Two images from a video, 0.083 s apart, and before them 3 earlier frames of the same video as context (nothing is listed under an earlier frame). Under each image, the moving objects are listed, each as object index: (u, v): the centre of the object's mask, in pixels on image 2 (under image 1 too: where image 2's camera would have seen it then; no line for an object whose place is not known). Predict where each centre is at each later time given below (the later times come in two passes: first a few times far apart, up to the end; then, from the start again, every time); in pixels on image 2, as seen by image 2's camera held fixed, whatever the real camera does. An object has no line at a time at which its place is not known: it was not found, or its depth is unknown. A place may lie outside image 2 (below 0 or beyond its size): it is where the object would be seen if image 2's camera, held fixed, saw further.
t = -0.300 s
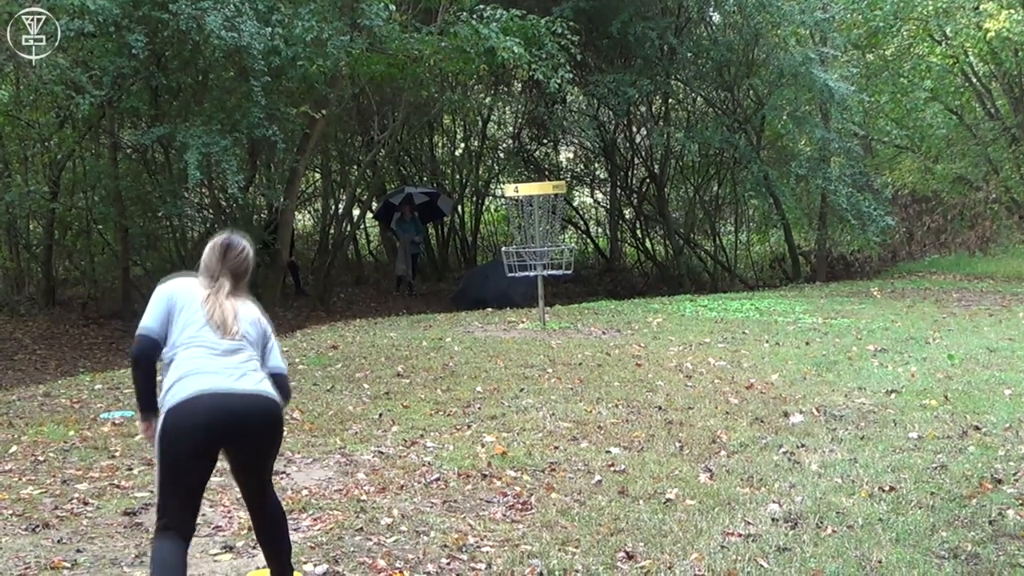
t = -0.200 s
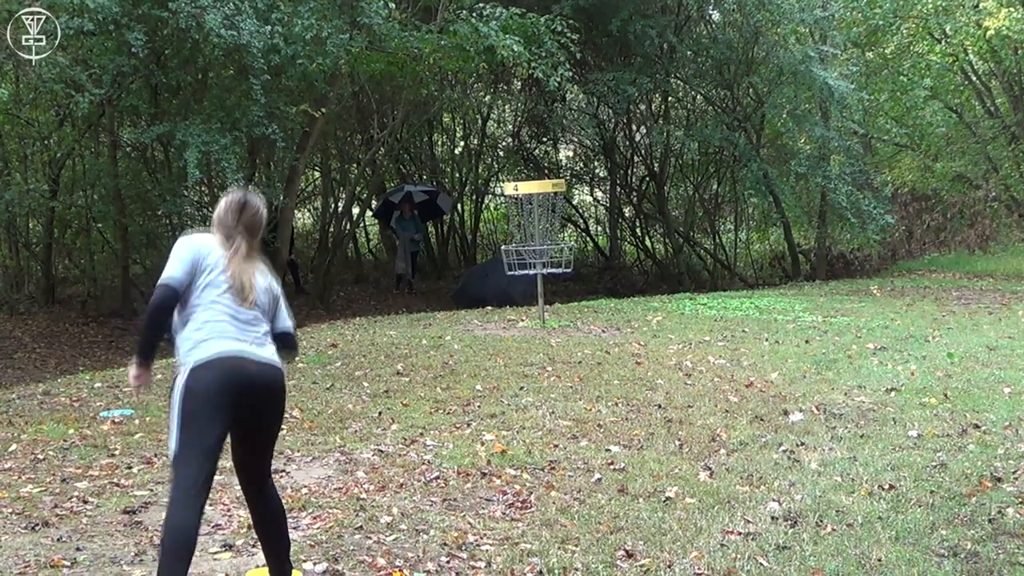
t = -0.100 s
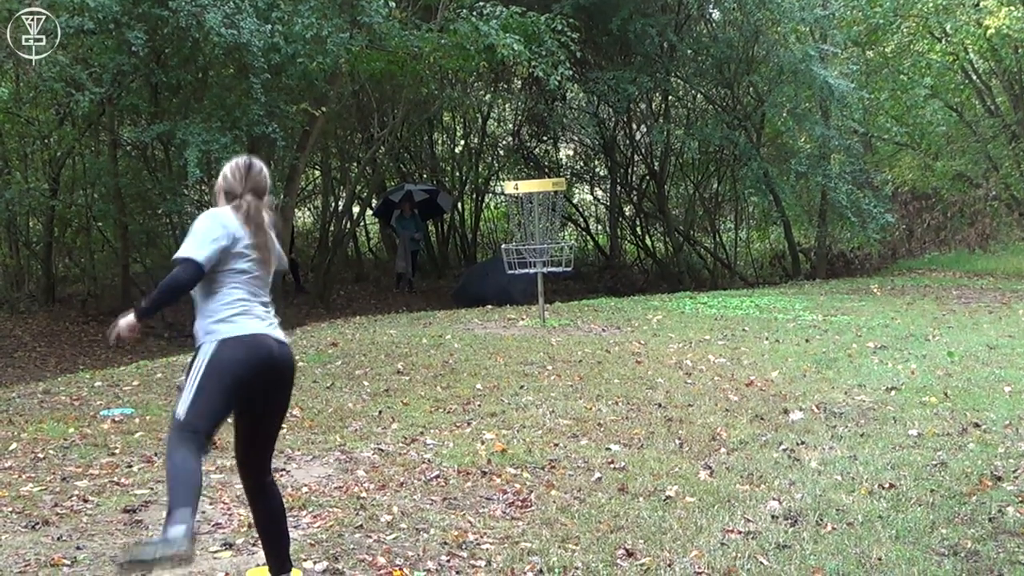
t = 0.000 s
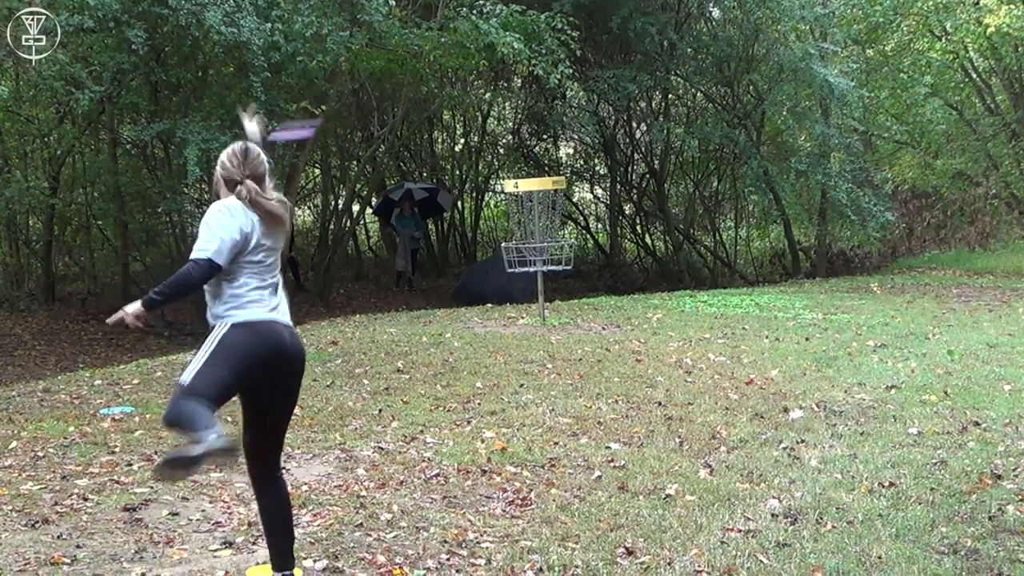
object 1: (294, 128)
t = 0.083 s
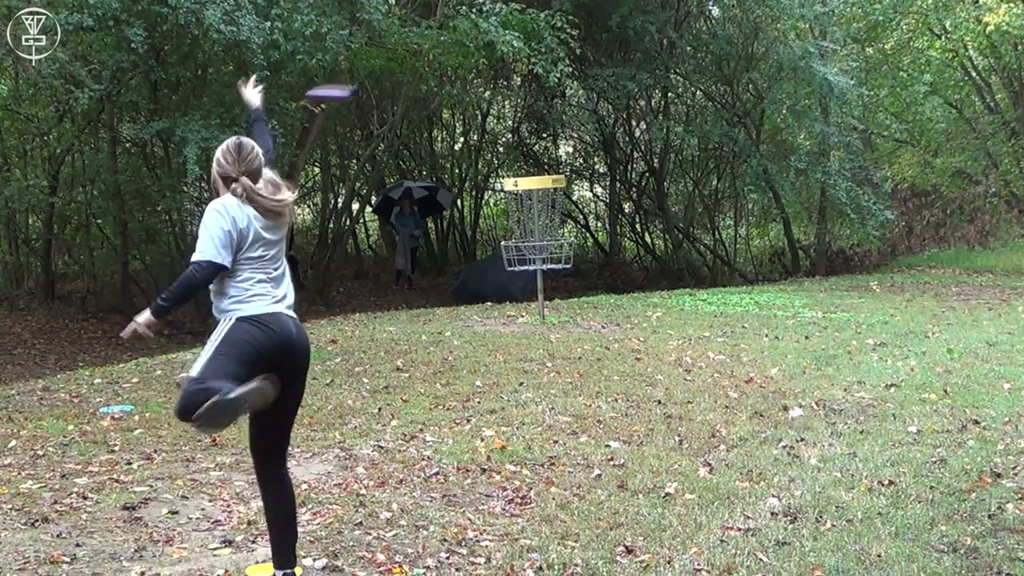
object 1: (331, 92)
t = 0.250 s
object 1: (389, 73)
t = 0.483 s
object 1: (450, 108)
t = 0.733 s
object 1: (496, 170)
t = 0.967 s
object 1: (520, 229)
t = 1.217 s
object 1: (514, 230)
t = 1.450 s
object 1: (519, 245)
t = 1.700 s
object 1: (523, 251)
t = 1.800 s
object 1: (525, 257)
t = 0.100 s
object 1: (338, 87)
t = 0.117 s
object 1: (344, 83)
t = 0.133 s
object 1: (349, 80)
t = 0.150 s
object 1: (354, 77)
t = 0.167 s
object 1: (361, 74)
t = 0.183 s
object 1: (367, 73)
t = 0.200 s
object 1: (374, 73)
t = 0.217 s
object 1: (379, 72)
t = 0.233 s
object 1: (384, 73)
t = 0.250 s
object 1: (389, 73)
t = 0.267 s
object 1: (395, 74)
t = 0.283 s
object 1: (400, 75)
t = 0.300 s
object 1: (404, 76)
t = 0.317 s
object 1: (409, 79)
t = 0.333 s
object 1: (415, 81)
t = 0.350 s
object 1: (418, 83)
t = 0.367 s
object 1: (422, 86)
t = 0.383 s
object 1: (427, 88)
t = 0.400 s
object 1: (432, 92)
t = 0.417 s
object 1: (435, 95)
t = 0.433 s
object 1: (441, 98)
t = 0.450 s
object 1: (443, 102)
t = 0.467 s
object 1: (446, 105)
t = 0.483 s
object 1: (450, 108)
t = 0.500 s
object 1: (453, 112)
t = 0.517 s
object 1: (458, 116)
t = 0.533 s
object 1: (462, 120)
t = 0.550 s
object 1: (466, 124)
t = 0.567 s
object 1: (469, 128)
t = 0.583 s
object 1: (472, 132)
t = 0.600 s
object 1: (474, 137)
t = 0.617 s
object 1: (477, 140)
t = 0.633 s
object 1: (481, 145)
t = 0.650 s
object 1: (483, 148)
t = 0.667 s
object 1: (485, 153)
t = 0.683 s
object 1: (489, 157)
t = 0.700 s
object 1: (491, 162)
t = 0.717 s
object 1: (493, 165)
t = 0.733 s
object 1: (496, 170)
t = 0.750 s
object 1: (499, 174)
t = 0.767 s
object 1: (500, 178)
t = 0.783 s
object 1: (499, 182)
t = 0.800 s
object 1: (498, 186)
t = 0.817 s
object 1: (507, 193)
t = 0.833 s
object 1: (509, 195)
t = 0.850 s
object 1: (510, 198)
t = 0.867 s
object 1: (512, 203)
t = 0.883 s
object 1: (514, 208)
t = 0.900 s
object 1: (515, 212)
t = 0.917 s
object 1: (516, 216)
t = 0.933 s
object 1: (518, 221)
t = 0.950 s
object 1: (519, 225)
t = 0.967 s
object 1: (520, 229)
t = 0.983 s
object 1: (522, 234)
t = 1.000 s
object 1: (522, 237)
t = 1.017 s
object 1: (523, 240)
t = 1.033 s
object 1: (523, 236)
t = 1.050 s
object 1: (523, 235)
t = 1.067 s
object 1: (523, 234)
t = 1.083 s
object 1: (523, 234)
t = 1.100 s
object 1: (523, 232)
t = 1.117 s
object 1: (522, 231)
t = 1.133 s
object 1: (521, 231)
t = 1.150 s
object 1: (519, 230)
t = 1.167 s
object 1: (518, 229)
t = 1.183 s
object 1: (517, 230)
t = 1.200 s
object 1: (516, 231)
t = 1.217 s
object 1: (514, 230)
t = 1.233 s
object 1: (514, 231)
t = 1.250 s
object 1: (514, 231)
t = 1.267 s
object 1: (514, 231)
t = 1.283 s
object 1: (514, 231)
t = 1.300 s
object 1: (514, 232)
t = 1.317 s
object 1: (514, 232)
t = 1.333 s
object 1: (514, 233)
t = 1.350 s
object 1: (515, 233)
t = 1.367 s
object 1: (515, 233)
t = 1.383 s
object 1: (515, 233)
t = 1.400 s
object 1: (516, 235)
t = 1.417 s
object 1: (517, 240)
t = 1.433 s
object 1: (519, 243)
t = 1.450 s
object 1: (519, 245)
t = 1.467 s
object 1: (520, 247)
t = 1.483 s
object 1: (521, 253)
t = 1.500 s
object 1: (522, 255)
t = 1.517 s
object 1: (521, 254)
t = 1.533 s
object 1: (523, 255)
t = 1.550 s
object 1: (523, 252)
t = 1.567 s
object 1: (524, 251)
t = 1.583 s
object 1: (524, 251)
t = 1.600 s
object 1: (524, 249)
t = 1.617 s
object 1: (524, 249)
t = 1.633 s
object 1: (525, 250)
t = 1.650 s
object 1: (526, 250)
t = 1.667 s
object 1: (525, 251)
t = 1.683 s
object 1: (525, 251)
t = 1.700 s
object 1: (523, 251)
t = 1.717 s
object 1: (523, 251)
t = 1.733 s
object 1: (523, 251)
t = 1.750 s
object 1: (523, 251)
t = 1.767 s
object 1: (523, 251)
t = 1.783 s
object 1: (524, 256)
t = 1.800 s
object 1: (525, 257)
